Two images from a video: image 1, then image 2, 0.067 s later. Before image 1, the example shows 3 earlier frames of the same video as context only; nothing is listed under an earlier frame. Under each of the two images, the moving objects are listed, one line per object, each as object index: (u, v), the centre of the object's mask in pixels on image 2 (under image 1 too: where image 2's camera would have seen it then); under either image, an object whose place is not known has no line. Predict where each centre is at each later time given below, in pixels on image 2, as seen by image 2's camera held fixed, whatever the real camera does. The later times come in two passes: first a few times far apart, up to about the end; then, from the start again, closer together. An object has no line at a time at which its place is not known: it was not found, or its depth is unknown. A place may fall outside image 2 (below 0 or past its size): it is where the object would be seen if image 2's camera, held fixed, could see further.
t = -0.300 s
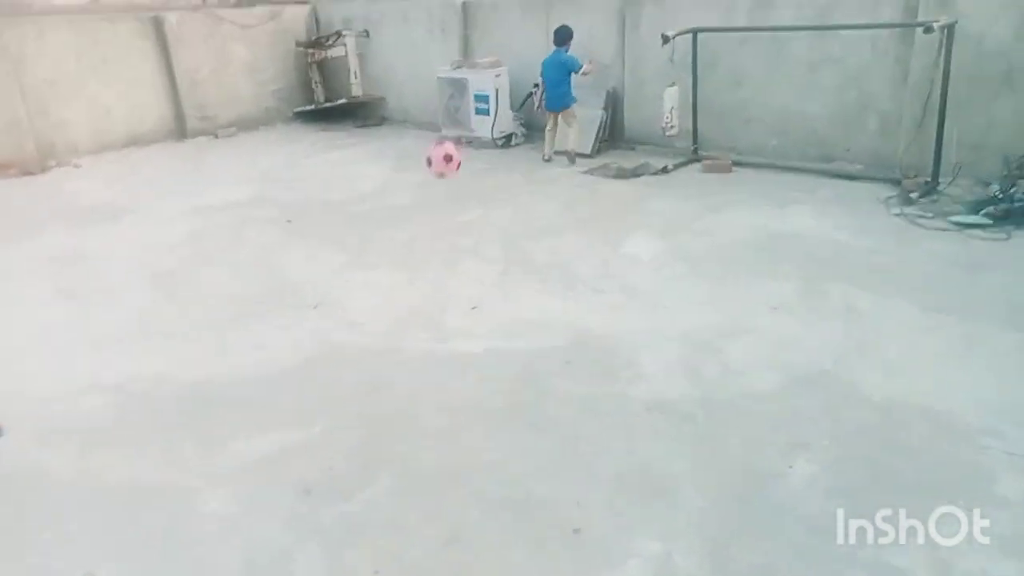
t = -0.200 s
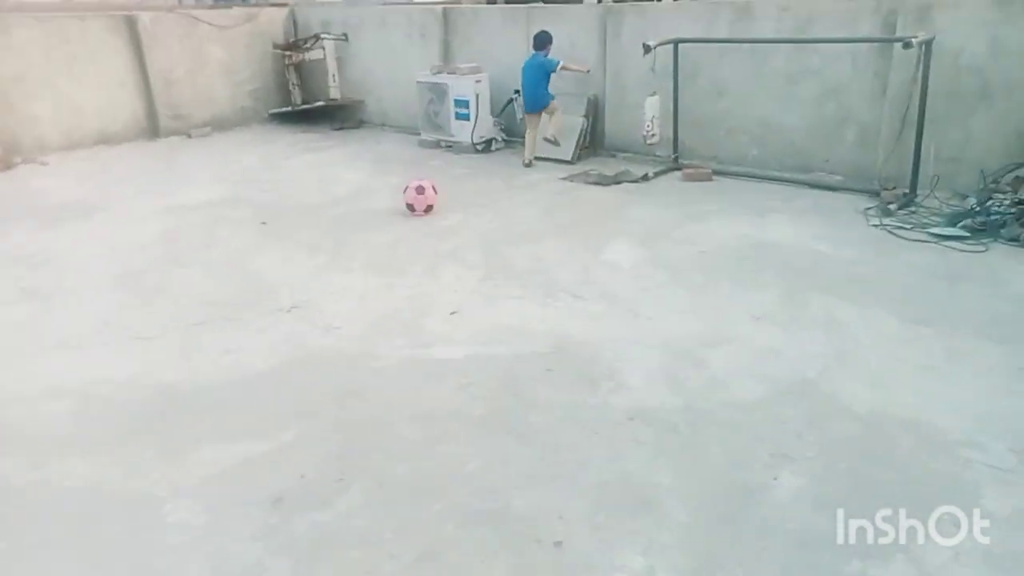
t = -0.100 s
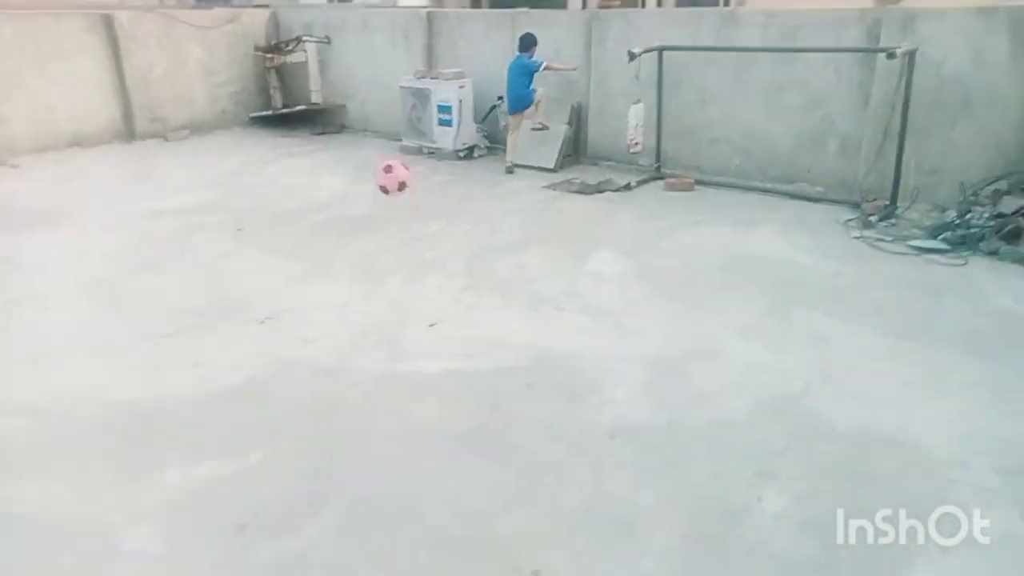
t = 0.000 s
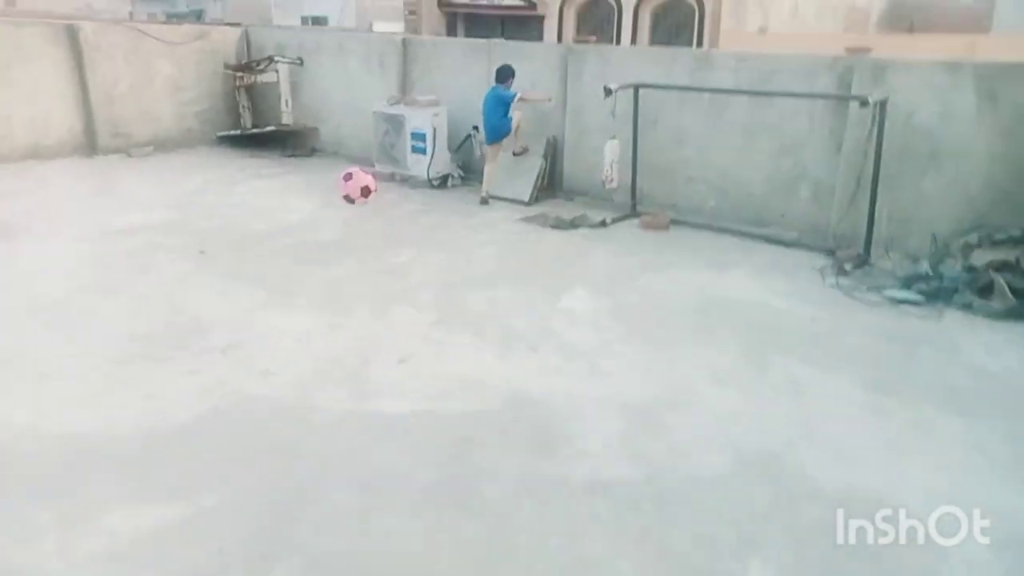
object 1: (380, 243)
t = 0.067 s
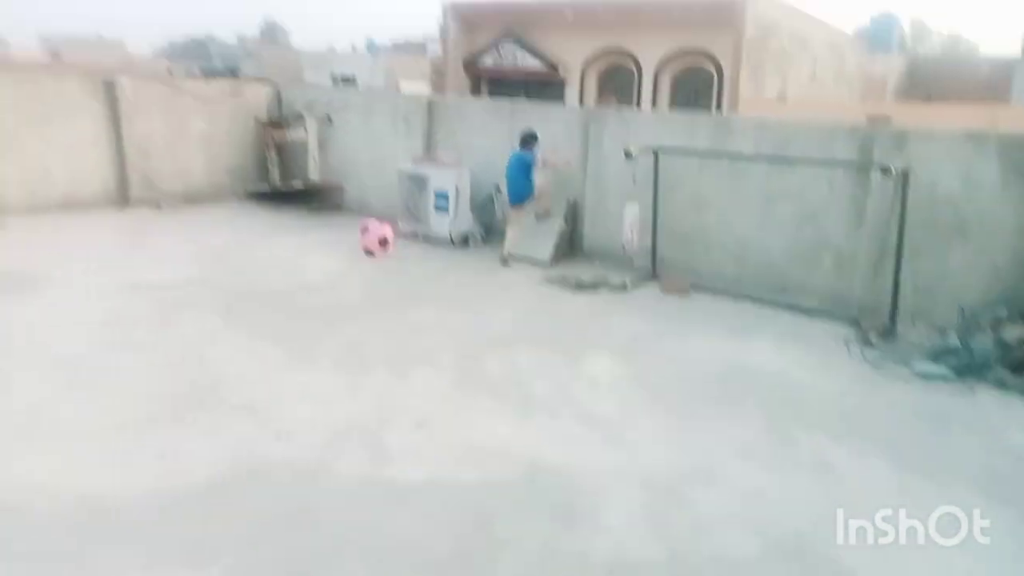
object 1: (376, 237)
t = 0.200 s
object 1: (370, 246)
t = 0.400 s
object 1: (365, 285)
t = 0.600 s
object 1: (371, 254)
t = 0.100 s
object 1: (375, 238)
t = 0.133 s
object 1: (373, 239)
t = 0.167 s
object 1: (372, 242)
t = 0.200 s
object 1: (370, 246)
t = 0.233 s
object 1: (369, 251)
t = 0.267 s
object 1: (368, 257)
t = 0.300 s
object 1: (367, 265)
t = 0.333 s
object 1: (366, 273)
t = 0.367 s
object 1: (365, 283)
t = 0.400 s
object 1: (365, 285)
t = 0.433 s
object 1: (366, 277)
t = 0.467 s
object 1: (367, 271)
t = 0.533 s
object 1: (368, 259)
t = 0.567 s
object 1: (369, 256)
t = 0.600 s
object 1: (371, 254)
